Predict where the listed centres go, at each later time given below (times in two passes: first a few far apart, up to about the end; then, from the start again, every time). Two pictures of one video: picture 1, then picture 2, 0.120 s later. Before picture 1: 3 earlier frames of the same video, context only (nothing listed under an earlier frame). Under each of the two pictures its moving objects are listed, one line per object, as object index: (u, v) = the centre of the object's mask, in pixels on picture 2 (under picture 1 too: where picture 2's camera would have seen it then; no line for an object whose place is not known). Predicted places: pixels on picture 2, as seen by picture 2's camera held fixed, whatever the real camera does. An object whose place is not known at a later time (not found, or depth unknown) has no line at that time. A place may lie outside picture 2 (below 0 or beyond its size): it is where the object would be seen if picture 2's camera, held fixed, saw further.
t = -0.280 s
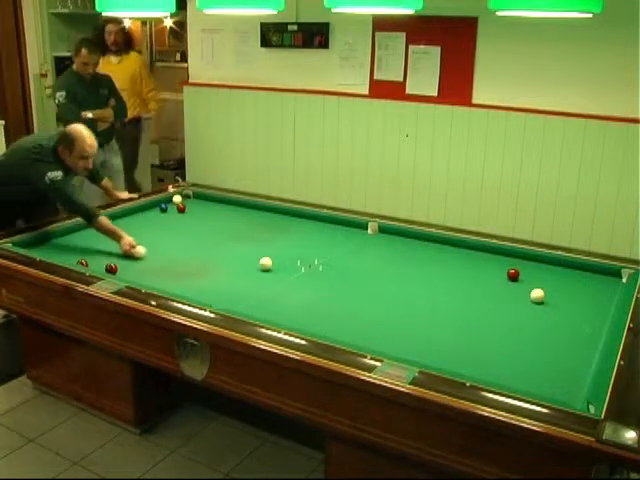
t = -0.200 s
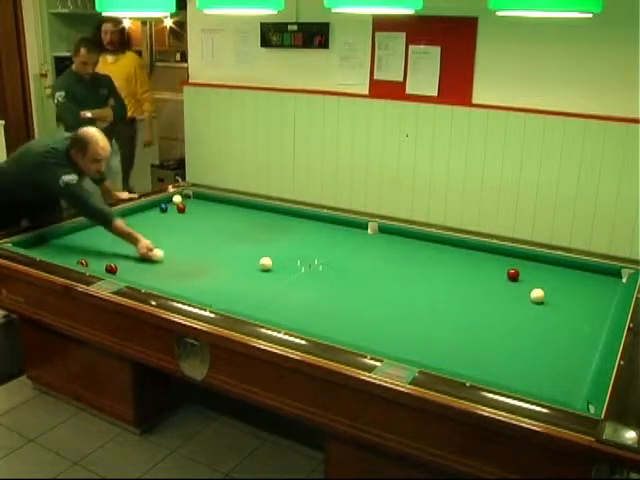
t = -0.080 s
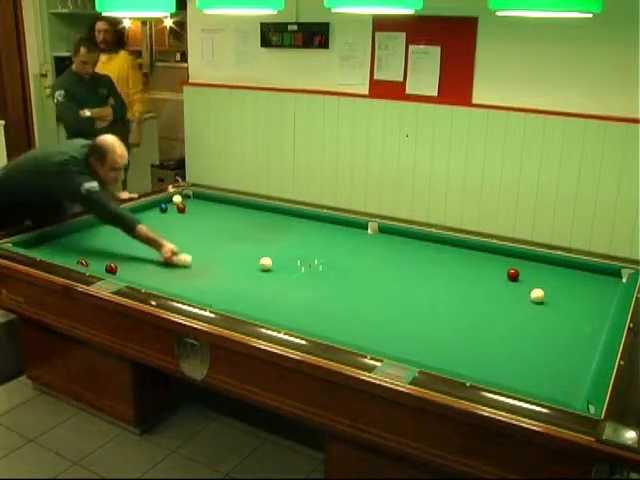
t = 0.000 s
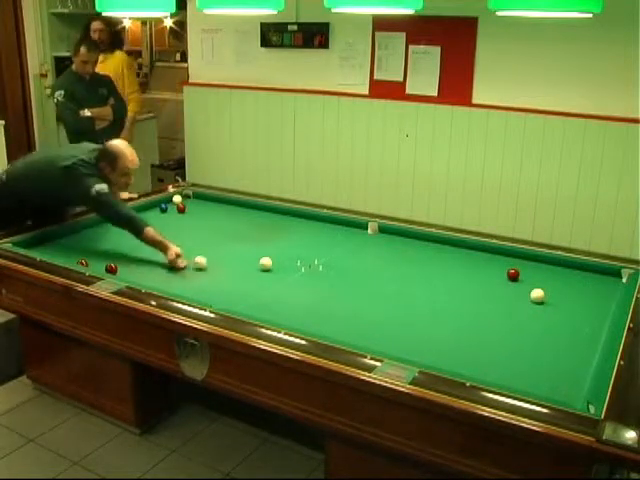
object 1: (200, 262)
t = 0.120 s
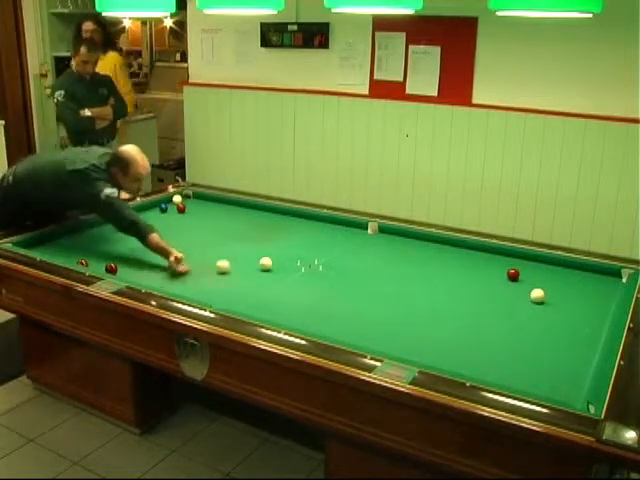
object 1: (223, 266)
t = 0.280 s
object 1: (253, 272)
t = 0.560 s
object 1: (309, 280)
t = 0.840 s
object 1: (368, 290)
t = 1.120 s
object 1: (430, 300)
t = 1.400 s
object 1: (494, 310)
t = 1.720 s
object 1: (570, 322)
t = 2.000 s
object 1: (581, 321)
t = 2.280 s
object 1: (542, 310)
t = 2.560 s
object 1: (507, 300)
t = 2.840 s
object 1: (476, 290)
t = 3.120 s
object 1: (446, 281)
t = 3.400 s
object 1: (419, 273)
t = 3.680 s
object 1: (393, 266)
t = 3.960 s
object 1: (370, 260)
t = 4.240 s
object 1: (348, 253)
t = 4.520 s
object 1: (328, 247)
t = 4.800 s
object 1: (309, 242)
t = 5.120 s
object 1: (290, 236)
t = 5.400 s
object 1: (274, 232)
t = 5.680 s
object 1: (259, 228)
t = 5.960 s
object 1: (246, 224)
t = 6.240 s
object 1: (234, 220)
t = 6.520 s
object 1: (223, 217)
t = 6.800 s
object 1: (212, 214)
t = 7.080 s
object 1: (202, 211)
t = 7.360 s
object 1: (192, 208)
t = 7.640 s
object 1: (190, 207)
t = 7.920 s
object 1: (189, 204)
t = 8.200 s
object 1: (188, 203)
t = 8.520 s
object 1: (187, 201)
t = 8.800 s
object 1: (187, 200)
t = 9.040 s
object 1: (187, 199)
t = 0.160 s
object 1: (230, 267)
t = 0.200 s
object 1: (237, 269)
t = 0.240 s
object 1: (245, 270)
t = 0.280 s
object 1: (253, 272)
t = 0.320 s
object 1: (261, 273)
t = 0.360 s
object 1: (269, 274)
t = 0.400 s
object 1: (277, 275)
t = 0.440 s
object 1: (285, 277)
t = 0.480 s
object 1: (293, 279)
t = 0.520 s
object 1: (301, 279)
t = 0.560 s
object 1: (309, 280)
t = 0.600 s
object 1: (318, 282)
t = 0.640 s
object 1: (326, 283)
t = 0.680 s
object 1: (334, 285)
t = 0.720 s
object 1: (343, 286)
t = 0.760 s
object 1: (351, 287)
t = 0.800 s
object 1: (360, 289)
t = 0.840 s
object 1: (368, 290)
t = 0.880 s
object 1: (376, 292)
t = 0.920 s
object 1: (386, 294)
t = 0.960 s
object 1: (395, 295)
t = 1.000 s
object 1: (403, 296)
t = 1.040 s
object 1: (412, 298)
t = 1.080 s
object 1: (422, 299)
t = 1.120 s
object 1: (430, 300)
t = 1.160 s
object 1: (439, 302)
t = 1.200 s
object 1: (448, 303)
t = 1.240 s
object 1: (457, 305)
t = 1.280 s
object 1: (466, 306)
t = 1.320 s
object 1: (476, 307)
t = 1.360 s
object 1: (485, 309)
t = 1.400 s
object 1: (494, 310)
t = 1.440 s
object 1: (503, 312)
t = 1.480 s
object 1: (512, 313)
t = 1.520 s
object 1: (522, 314)
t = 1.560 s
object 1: (532, 316)
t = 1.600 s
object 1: (541, 318)
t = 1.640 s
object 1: (551, 319)
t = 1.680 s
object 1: (560, 321)
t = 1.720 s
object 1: (570, 322)
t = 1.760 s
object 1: (579, 323)
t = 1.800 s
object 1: (589, 325)
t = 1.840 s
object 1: (599, 326)
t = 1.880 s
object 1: (599, 326)
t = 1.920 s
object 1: (592, 324)
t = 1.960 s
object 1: (587, 323)
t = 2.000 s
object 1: (581, 321)
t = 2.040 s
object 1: (576, 319)
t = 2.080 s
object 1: (569, 318)
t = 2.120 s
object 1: (564, 316)
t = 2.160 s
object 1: (558, 314)
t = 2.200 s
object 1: (553, 313)
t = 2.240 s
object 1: (548, 311)
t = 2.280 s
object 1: (542, 310)
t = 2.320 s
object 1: (537, 308)
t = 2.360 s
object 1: (532, 307)
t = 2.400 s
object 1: (527, 305)
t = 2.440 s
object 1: (522, 304)
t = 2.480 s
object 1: (517, 302)
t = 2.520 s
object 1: (512, 301)
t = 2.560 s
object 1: (507, 300)
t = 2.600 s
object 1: (503, 298)
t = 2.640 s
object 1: (498, 297)
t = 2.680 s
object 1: (493, 296)
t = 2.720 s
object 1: (489, 294)
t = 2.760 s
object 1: (484, 293)
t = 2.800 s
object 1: (480, 291)
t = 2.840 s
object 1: (476, 290)
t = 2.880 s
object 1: (471, 289)
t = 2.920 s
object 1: (467, 287)
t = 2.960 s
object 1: (462, 286)
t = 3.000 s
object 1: (458, 285)
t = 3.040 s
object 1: (454, 284)
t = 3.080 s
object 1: (450, 282)
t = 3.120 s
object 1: (446, 281)
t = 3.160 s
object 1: (442, 280)
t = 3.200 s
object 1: (438, 279)
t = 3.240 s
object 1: (434, 278)
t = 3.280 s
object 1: (430, 277)
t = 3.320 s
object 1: (426, 276)
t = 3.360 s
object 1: (422, 275)
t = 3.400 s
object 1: (419, 273)
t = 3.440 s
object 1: (415, 273)
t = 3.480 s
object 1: (411, 271)
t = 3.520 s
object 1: (408, 270)
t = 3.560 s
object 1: (404, 269)
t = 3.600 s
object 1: (400, 268)
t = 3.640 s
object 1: (397, 267)
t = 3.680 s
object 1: (393, 266)
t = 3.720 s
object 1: (390, 265)
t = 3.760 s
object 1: (386, 264)
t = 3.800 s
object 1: (383, 263)
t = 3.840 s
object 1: (379, 262)
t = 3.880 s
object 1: (376, 262)
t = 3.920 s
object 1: (373, 260)
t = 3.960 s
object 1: (370, 260)
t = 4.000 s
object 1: (367, 259)
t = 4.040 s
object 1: (364, 258)
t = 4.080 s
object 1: (360, 257)
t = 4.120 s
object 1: (357, 256)
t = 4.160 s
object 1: (354, 255)
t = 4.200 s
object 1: (351, 254)
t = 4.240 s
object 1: (348, 253)
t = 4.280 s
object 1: (345, 252)
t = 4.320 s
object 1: (343, 251)
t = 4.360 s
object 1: (339, 250)
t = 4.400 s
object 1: (336, 250)
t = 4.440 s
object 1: (334, 249)
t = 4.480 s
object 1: (331, 248)
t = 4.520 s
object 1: (328, 247)
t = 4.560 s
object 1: (326, 246)
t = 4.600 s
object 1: (323, 246)
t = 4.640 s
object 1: (320, 245)
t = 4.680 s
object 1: (318, 244)
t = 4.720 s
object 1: (315, 243)
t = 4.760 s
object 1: (312, 243)
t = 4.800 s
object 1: (309, 242)
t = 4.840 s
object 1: (307, 241)
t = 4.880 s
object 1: (305, 240)
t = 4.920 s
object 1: (302, 240)
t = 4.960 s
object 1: (300, 239)
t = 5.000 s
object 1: (297, 239)
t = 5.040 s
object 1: (295, 238)
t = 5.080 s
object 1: (292, 237)
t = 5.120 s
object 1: (290, 236)
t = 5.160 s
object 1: (288, 236)
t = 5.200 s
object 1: (286, 235)
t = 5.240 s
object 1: (283, 235)
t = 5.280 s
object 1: (281, 234)
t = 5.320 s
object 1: (278, 233)
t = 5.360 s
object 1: (277, 232)
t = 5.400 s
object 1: (274, 232)
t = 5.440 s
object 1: (272, 231)
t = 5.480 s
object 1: (270, 231)
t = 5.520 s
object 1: (268, 230)
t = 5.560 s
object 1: (266, 229)
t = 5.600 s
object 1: (264, 229)
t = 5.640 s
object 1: (262, 228)
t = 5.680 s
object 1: (259, 228)
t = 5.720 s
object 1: (257, 227)
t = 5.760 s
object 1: (256, 227)
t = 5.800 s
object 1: (254, 226)
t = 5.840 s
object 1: (252, 226)
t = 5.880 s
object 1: (250, 225)
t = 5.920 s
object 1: (248, 224)
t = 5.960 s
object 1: (246, 224)
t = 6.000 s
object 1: (245, 223)
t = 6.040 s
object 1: (243, 223)
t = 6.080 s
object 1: (241, 222)
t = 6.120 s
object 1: (239, 222)
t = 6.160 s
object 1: (237, 221)
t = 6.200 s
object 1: (235, 220)
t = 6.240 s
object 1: (234, 220)
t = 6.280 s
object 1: (232, 220)
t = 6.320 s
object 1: (230, 219)
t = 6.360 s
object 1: (229, 219)
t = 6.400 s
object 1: (227, 218)
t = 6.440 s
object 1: (226, 218)
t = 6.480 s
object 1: (224, 217)
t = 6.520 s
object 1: (223, 217)
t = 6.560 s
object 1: (220, 217)
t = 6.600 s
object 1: (219, 216)
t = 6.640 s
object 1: (218, 216)
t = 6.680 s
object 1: (216, 215)
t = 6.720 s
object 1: (215, 215)
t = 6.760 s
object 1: (213, 214)
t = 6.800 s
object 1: (212, 214)
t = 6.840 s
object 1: (210, 213)
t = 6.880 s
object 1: (209, 213)
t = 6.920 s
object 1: (207, 213)
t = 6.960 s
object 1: (206, 212)
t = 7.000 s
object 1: (205, 212)
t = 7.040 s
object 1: (203, 212)
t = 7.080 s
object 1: (202, 211)
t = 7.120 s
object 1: (201, 211)
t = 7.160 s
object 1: (199, 211)
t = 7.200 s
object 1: (198, 210)
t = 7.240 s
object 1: (197, 210)
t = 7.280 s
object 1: (196, 209)
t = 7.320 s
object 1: (195, 209)
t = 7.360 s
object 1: (192, 208)
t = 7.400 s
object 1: (192, 208)
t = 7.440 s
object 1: (190, 207)
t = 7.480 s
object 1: (190, 207)
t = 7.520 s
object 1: (190, 207)
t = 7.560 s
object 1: (190, 206)
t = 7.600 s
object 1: (190, 207)
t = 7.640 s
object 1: (190, 207)
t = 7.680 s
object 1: (189, 206)
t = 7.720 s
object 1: (189, 206)
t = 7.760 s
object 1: (189, 206)
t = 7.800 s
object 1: (189, 205)
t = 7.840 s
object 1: (189, 205)
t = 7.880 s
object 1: (189, 204)
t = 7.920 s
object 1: (189, 204)
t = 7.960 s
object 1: (189, 204)
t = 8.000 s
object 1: (188, 204)
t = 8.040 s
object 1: (188, 203)
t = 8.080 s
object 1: (188, 203)
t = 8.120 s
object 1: (188, 203)
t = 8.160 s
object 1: (188, 203)
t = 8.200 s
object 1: (188, 203)
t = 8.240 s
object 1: (188, 203)
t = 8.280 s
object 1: (188, 202)
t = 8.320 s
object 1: (188, 202)
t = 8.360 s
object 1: (188, 202)
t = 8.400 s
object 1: (188, 202)
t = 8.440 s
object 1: (187, 201)
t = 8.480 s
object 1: (187, 201)
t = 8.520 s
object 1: (187, 201)
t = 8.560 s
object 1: (187, 201)
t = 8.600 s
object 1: (187, 200)
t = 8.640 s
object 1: (187, 200)
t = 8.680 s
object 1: (187, 200)
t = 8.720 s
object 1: (187, 200)
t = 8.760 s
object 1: (187, 200)
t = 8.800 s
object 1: (187, 200)
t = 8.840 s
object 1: (187, 200)
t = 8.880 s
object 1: (187, 200)
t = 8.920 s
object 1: (186, 200)
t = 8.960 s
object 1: (187, 199)
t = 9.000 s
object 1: (187, 199)
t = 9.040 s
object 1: (187, 199)
